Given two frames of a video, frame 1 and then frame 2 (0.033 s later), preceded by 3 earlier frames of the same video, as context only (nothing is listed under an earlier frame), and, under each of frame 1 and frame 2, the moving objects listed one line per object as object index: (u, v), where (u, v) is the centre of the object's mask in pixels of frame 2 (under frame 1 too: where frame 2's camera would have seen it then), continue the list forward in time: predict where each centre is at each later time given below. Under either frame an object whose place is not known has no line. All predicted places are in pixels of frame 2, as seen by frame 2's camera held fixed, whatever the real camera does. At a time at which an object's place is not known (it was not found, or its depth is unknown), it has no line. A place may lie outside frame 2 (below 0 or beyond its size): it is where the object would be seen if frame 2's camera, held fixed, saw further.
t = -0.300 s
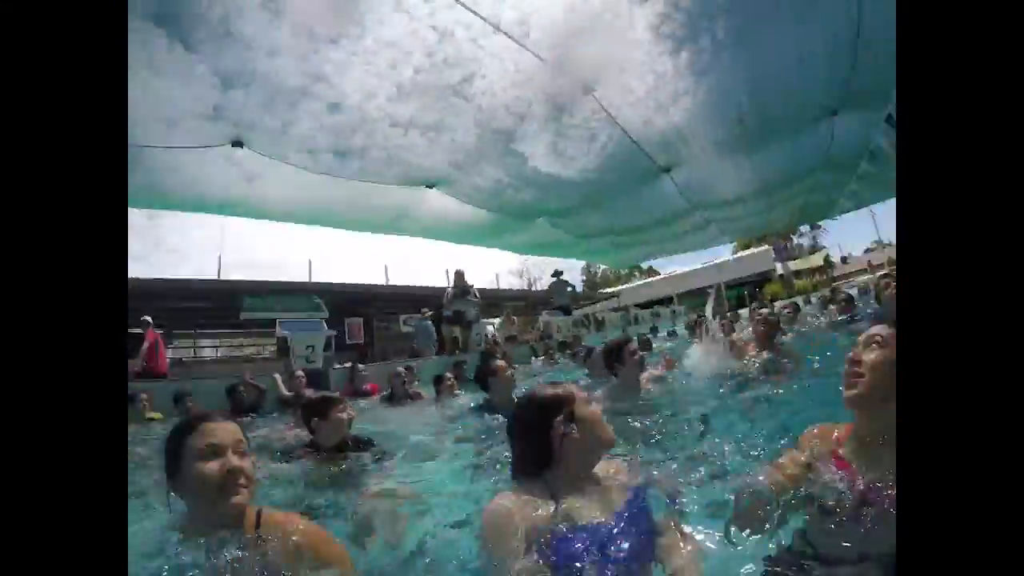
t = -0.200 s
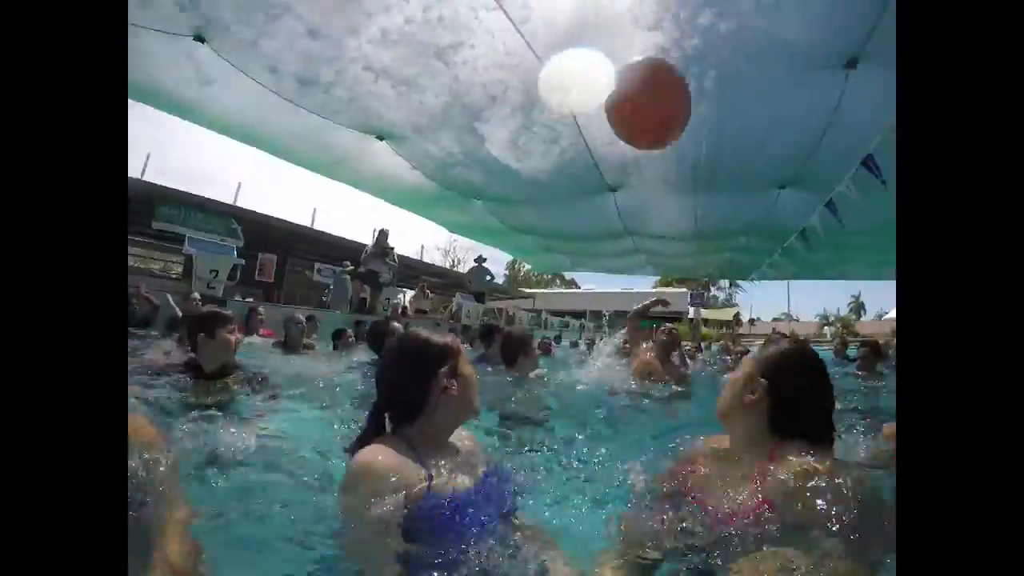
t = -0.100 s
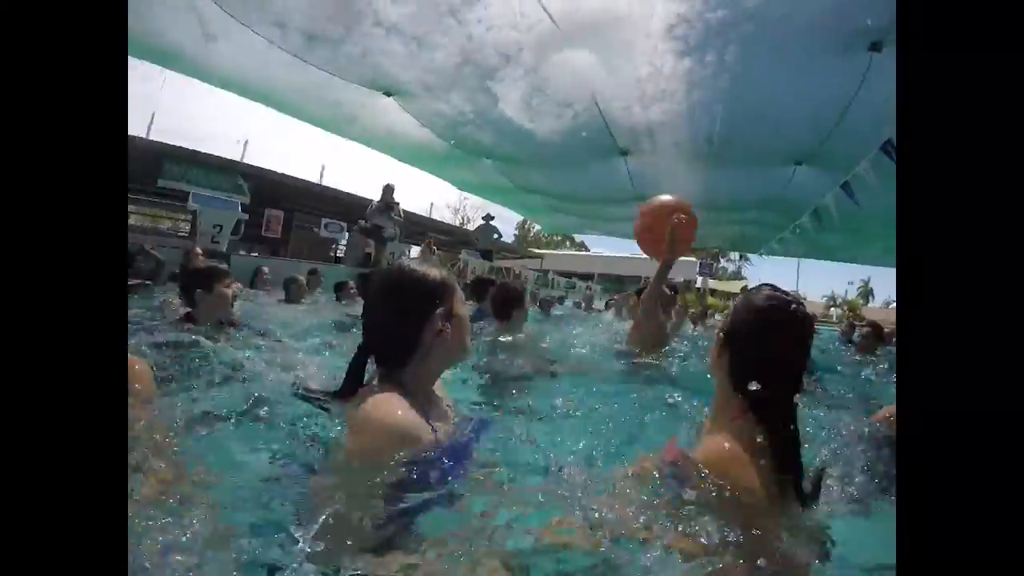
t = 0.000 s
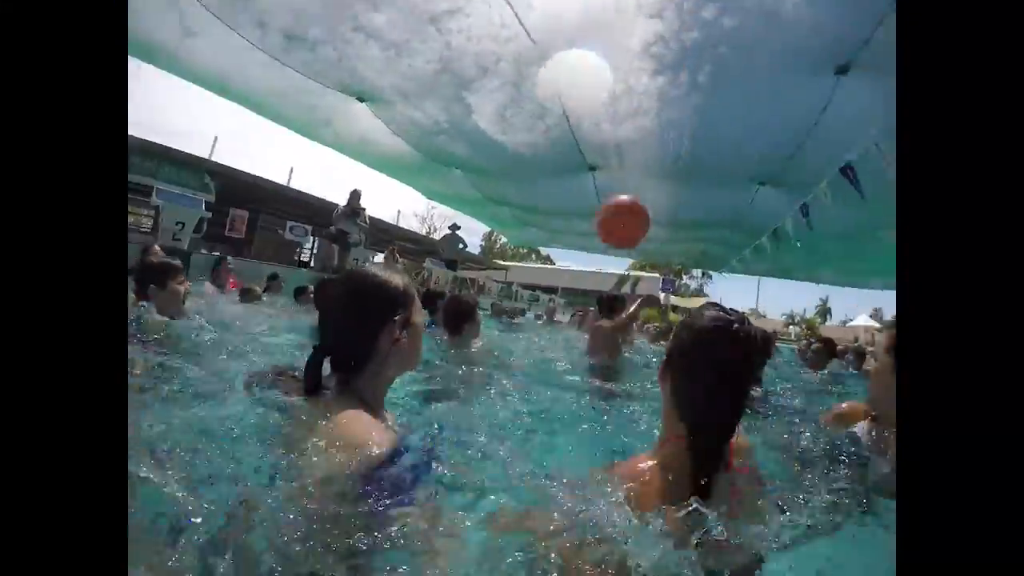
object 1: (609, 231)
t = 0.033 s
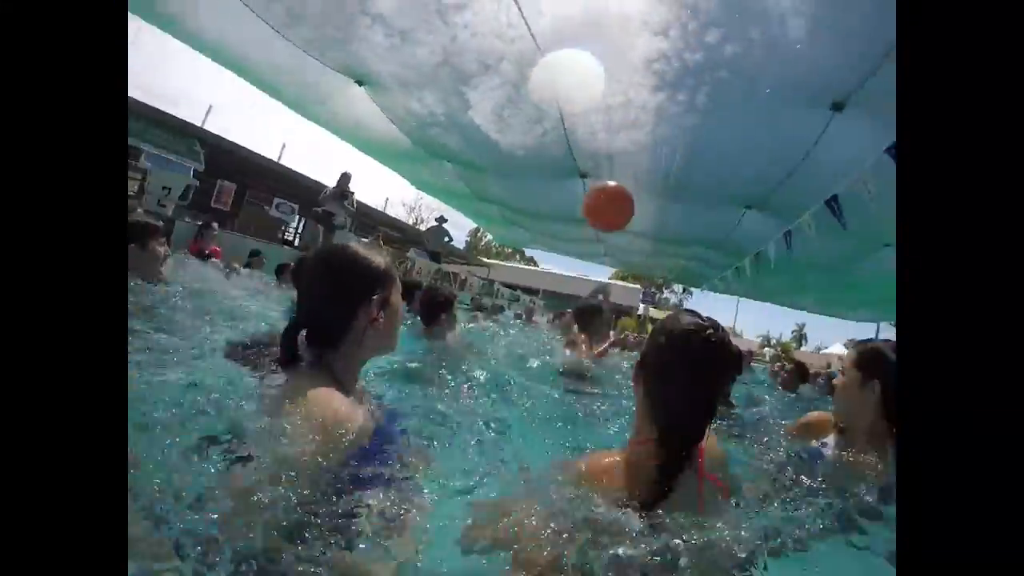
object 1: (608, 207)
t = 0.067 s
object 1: (607, 196)
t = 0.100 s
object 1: (605, 181)
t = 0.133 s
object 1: (605, 165)
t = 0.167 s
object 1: (603, 156)
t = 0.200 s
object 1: (601, 154)
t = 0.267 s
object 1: (587, 151)
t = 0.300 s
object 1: (585, 151)
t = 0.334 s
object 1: (585, 153)
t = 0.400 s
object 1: (576, 176)
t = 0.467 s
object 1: (571, 201)
